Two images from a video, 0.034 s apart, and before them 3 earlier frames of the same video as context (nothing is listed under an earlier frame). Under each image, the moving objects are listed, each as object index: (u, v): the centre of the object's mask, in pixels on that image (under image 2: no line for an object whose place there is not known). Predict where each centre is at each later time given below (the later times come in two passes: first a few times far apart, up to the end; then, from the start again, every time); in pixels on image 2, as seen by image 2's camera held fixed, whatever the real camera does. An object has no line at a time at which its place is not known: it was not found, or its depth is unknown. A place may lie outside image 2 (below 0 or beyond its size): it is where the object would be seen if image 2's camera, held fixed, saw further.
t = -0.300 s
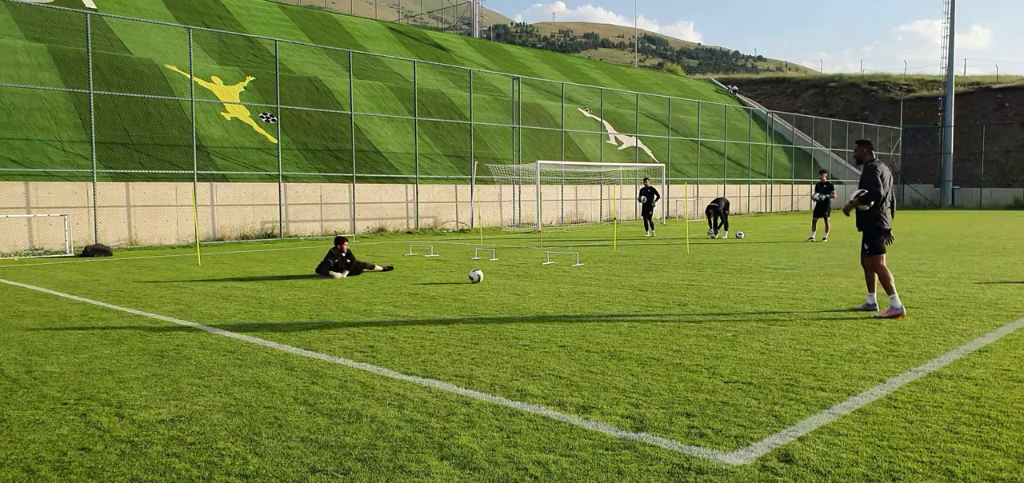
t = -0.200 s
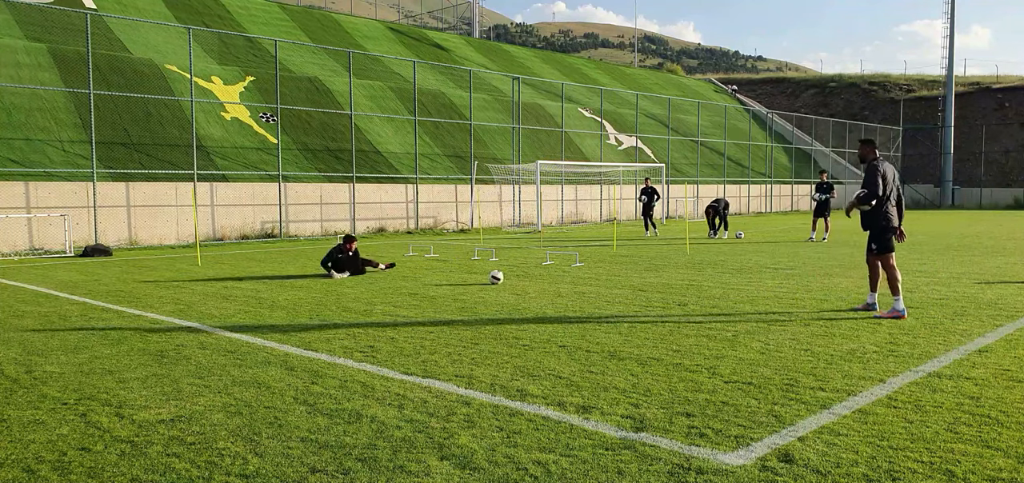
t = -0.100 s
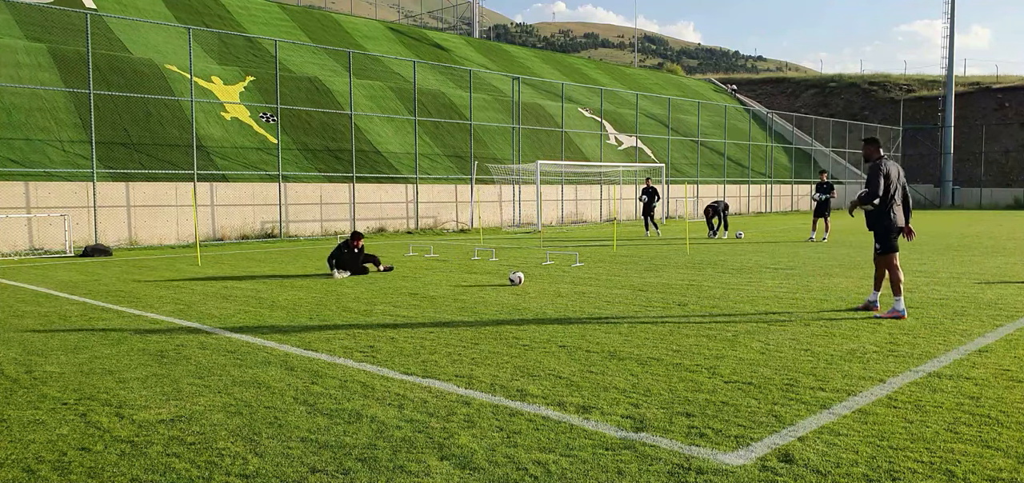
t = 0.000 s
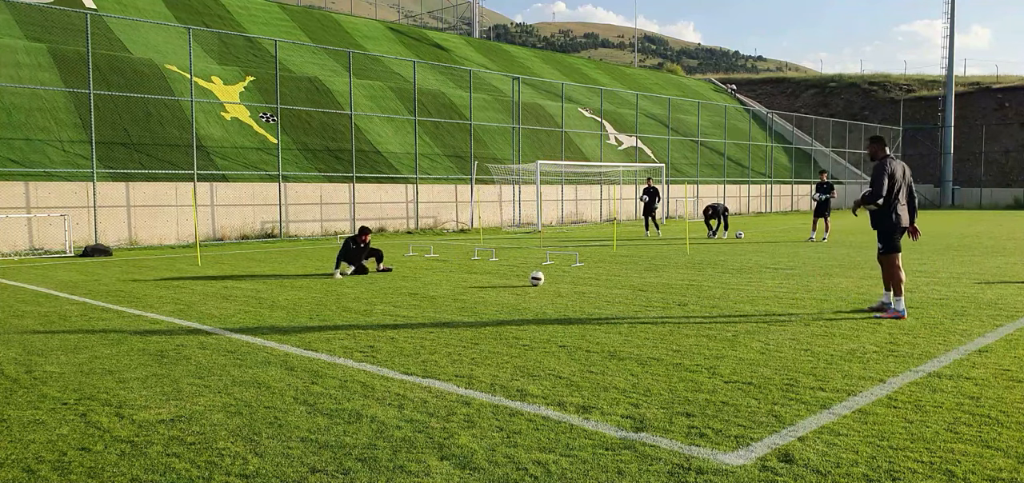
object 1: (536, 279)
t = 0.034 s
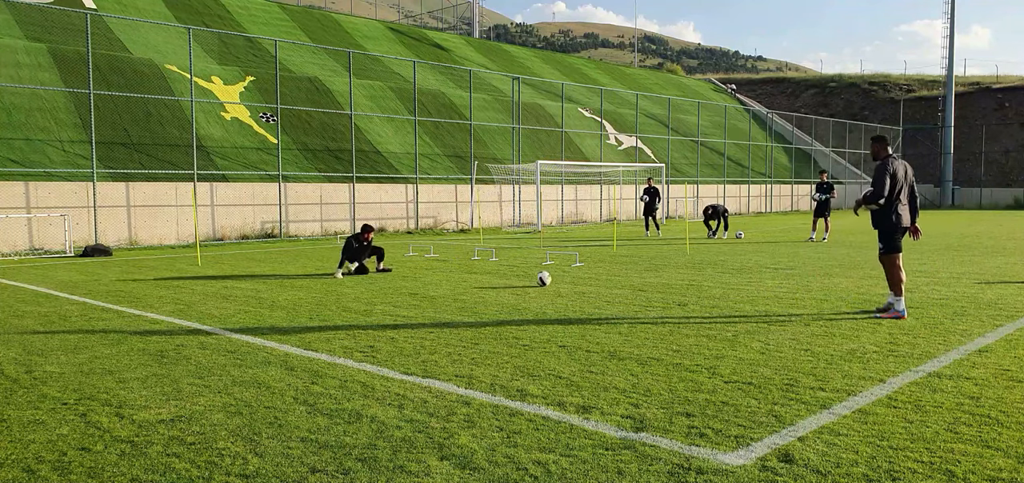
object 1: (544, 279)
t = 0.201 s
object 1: (576, 280)
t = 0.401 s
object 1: (617, 283)
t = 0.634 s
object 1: (664, 285)
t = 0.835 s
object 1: (704, 287)
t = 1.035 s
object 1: (743, 290)
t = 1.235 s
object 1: (780, 291)
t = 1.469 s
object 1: (822, 294)
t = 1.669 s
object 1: (855, 297)
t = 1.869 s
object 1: (886, 298)
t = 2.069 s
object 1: (916, 300)
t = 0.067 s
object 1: (550, 280)
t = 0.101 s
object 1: (557, 280)
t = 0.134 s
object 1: (563, 280)
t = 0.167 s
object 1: (570, 280)
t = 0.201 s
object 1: (576, 280)
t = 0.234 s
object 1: (583, 281)
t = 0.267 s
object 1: (590, 282)
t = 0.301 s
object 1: (596, 282)
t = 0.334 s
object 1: (604, 282)
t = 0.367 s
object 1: (610, 283)
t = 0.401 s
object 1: (617, 283)
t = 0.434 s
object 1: (624, 283)
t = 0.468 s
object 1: (631, 283)
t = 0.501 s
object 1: (638, 284)
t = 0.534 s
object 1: (645, 285)
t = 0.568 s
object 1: (651, 285)
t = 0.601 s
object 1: (658, 284)
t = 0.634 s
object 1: (664, 285)
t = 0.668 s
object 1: (671, 286)
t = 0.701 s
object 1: (677, 286)
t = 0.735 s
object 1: (684, 286)
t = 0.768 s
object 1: (691, 287)
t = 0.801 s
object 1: (697, 287)
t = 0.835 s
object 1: (704, 287)
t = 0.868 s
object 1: (710, 288)
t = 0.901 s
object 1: (717, 289)
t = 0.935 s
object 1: (723, 289)
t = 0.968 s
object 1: (730, 289)
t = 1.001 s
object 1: (736, 289)
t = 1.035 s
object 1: (743, 290)
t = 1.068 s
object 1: (749, 291)
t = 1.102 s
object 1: (755, 290)
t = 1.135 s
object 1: (762, 291)
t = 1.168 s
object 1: (769, 291)
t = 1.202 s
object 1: (775, 291)
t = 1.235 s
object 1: (780, 291)
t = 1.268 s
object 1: (787, 292)
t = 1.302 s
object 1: (792, 292)
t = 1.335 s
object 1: (797, 293)
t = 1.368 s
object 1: (804, 293)
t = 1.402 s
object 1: (810, 293)
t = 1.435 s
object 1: (815, 293)
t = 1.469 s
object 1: (822, 294)
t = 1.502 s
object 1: (827, 294)
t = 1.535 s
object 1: (832, 294)
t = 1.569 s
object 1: (838, 295)
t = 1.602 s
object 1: (844, 295)
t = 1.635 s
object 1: (849, 296)
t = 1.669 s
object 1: (855, 297)
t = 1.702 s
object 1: (860, 297)
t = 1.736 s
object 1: (866, 297)
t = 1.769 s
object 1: (871, 297)
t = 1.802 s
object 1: (876, 298)
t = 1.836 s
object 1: (881, 298)
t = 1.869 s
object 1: (886, 298)
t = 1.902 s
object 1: (891, 298)
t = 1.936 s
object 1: (897, 298)
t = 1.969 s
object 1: (901, 298)
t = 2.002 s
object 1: (907, 299)
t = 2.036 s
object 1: (912, 299)
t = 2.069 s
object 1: (916, 300)
